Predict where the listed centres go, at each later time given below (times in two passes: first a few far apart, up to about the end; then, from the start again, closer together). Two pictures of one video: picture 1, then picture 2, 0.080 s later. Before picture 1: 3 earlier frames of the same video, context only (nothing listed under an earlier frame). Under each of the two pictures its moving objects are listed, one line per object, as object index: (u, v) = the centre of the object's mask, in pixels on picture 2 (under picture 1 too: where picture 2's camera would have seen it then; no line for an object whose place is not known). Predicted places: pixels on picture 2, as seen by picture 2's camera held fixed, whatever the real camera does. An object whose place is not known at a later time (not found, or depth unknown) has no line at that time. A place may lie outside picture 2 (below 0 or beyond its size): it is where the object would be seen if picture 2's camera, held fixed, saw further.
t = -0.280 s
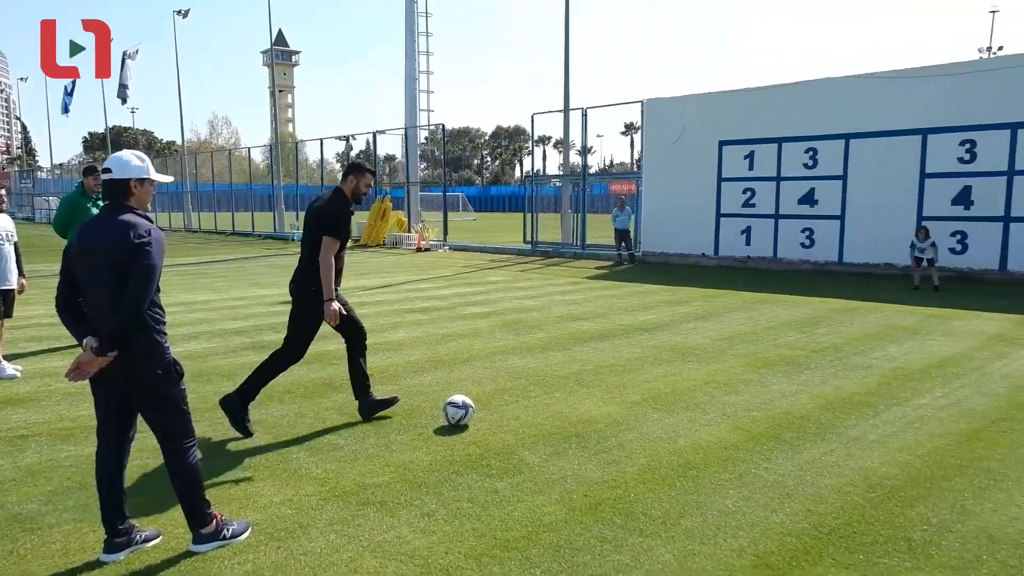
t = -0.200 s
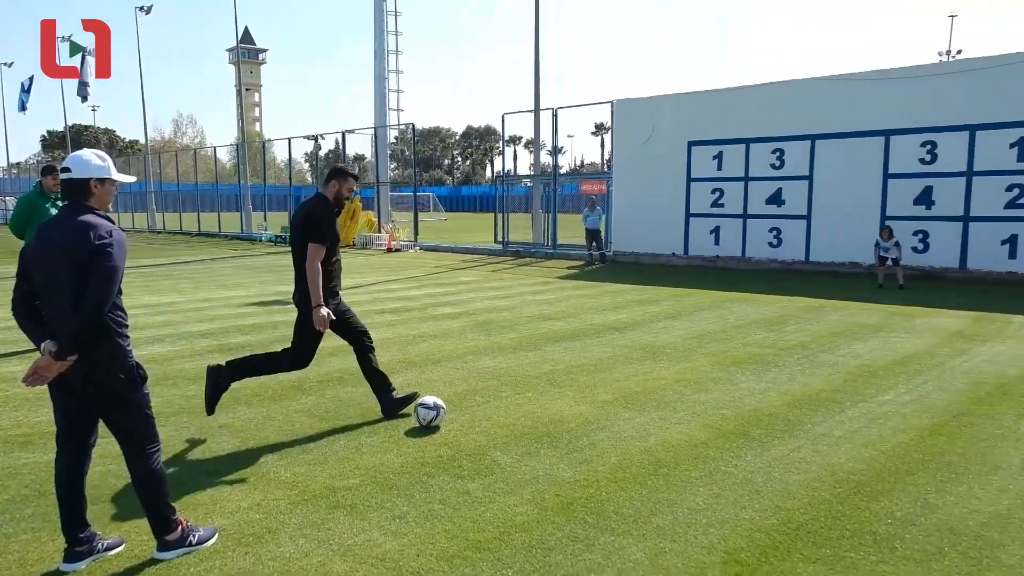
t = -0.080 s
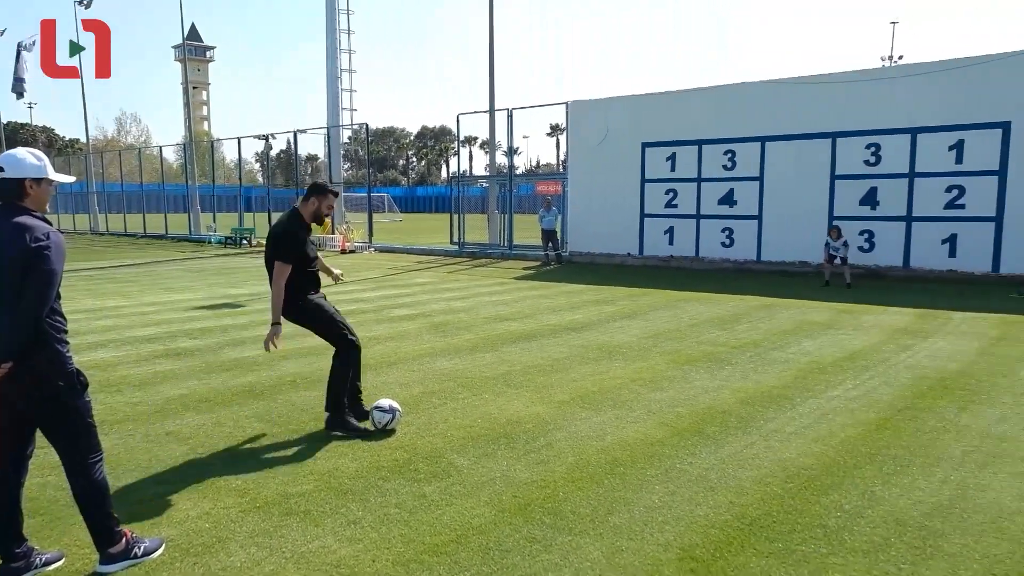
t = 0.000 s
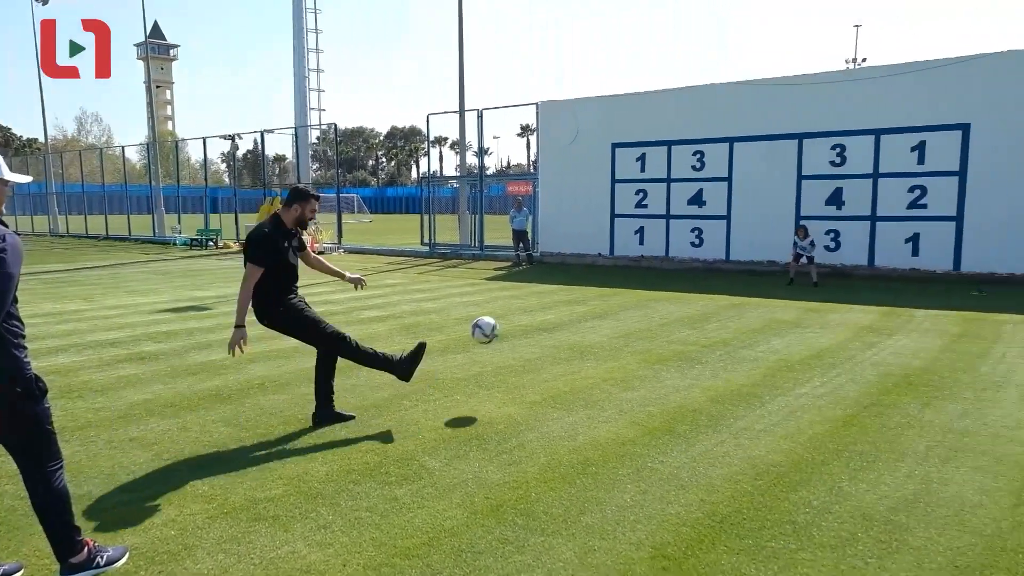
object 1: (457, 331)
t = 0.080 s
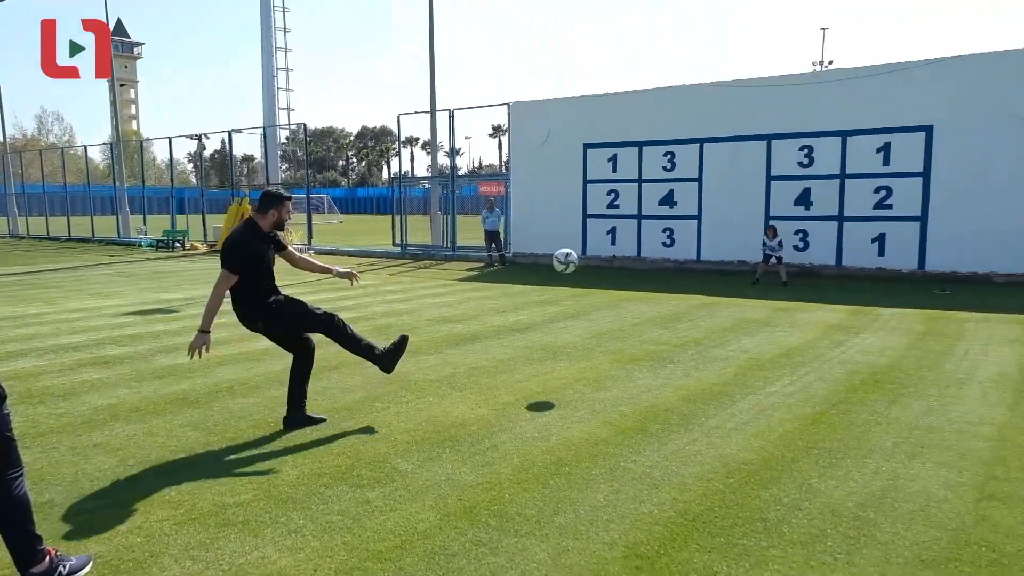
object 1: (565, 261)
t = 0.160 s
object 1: (645, 212)
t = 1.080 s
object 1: (895, 179)
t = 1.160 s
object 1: (893, 203)
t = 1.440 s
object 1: (892, 300)
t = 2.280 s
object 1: (963, 288)
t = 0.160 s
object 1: (645, 212)
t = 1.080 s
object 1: (895, 179)
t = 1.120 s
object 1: (893, 190)
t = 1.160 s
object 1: (893, 203)
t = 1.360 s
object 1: (889, 299)
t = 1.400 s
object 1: (889, 315)
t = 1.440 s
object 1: (892, 300)
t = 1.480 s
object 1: (895, 285)
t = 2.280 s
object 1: (963, 288)
